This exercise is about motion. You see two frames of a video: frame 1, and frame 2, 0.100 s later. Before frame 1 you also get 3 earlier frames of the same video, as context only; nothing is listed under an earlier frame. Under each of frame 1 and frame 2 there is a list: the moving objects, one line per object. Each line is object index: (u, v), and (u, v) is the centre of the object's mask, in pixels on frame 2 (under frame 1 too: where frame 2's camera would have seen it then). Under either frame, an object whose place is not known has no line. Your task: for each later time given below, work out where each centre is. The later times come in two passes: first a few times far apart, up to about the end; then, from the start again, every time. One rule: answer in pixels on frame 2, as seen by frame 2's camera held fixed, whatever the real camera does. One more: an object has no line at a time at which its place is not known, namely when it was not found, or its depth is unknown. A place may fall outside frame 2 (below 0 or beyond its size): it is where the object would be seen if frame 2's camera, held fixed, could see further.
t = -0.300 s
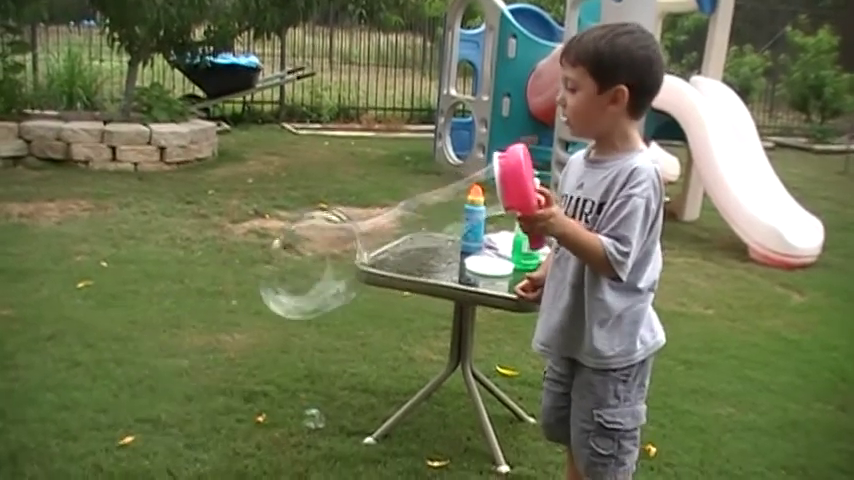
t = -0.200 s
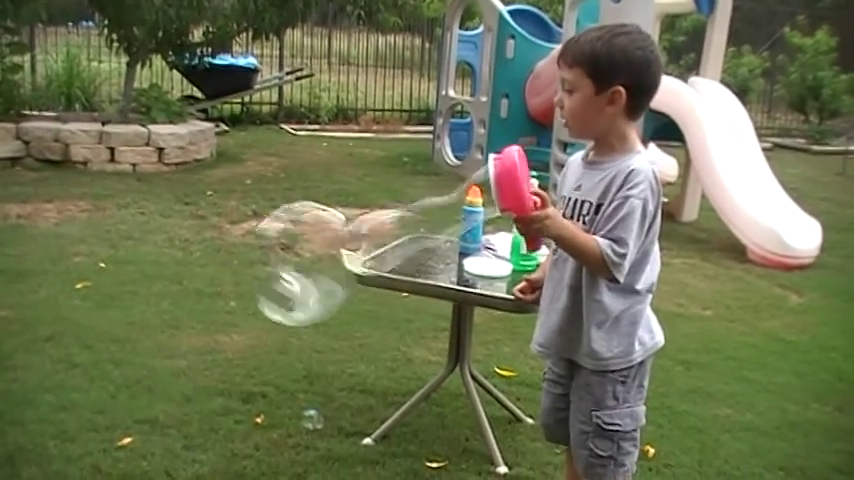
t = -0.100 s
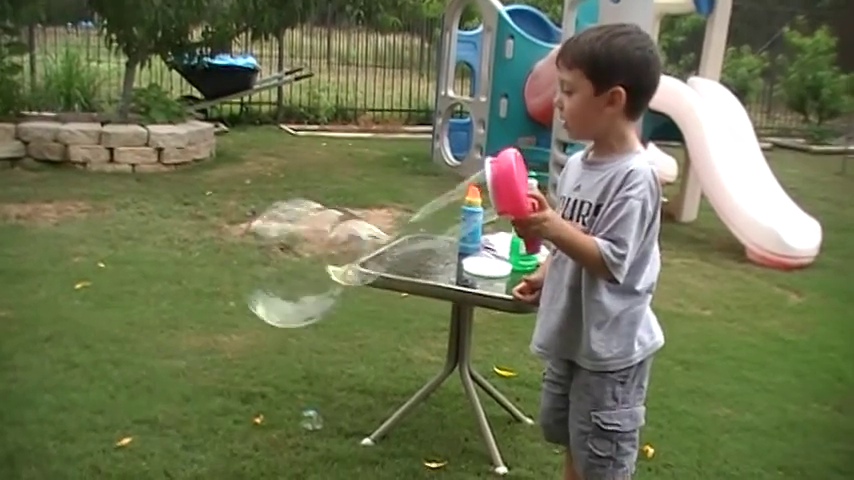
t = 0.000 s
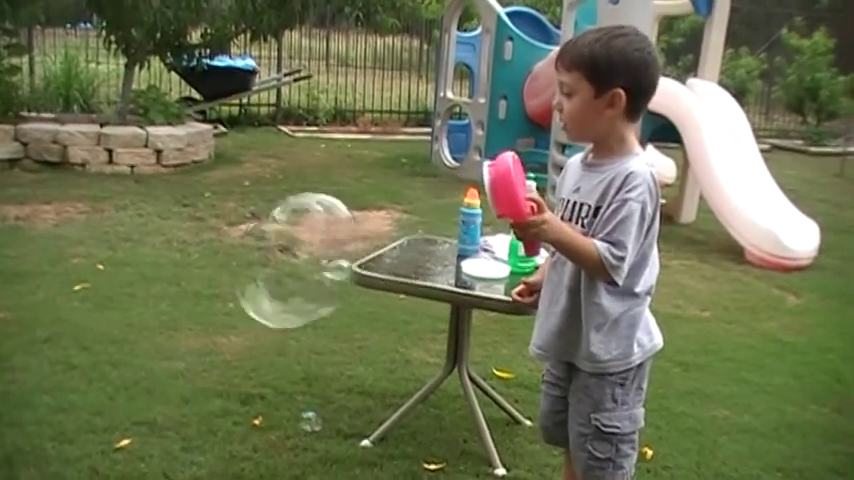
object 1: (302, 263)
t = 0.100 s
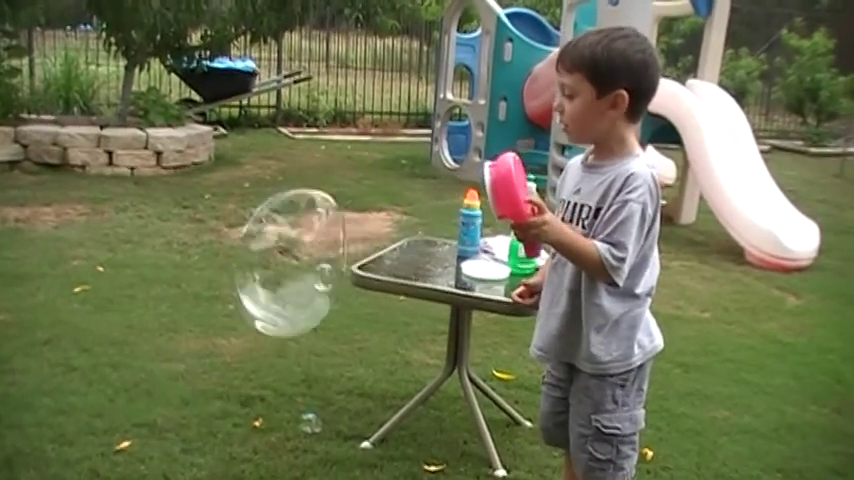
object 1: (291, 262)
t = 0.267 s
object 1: (276, 259)
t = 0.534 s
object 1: (256, 253)
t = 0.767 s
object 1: (235, 248)
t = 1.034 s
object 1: (209, 244)
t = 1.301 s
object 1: (177, 250)
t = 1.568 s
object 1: (149, 247)
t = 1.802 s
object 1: (127, 246)
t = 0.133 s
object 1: (286, 262)
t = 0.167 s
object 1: (283, 261)
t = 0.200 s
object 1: (281, 260)
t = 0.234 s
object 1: (278, 258)
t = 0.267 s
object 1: (276, 259)
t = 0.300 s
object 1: (275, 260)
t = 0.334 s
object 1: (272, 260)
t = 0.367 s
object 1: (271, 262)
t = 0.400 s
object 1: (266, 264)
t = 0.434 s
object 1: (261, 260)
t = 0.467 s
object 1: (257, 258)
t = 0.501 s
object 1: (256, 254)
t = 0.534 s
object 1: (256, 253)
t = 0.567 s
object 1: (254, 252)
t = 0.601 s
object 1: (251, 252)
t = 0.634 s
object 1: (247, 252)
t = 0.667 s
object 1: (243, 253)
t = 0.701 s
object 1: (240, 252)
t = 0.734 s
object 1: (236, 251)
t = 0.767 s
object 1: (235, 248)
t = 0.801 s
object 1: (233, 248)
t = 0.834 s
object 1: (229, 248)
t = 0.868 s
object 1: (225, 248)
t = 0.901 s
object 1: (224, 248)
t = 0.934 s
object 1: (218, 248)
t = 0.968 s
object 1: (216, 248)
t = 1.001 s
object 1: (213, 246)
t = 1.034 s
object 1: (209, 244)
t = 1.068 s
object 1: (206, 244)
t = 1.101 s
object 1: (204, 245)
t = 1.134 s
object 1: (200, 248)
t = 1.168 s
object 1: (194, 249)
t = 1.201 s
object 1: (189, 251)
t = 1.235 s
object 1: (185, 251)
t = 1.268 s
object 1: (180, 251)
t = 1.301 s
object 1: (177, 250)
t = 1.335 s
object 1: (173, 248)
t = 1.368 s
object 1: (171, 247)
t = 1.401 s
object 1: (168, 247)
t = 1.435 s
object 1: (166, 247)
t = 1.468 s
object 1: (163, 248)
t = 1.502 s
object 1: (159, 247)
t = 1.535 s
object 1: (154, 246)
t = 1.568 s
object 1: (149, 247)
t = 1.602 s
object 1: (145, 245)
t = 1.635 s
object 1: (140, 245)
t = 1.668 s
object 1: (137, 245)
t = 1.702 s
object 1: (136, 246)
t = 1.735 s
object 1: (135, 248)
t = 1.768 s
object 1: (130, 247)
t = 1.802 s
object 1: (127, 246)
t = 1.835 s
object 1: (123, 245)
